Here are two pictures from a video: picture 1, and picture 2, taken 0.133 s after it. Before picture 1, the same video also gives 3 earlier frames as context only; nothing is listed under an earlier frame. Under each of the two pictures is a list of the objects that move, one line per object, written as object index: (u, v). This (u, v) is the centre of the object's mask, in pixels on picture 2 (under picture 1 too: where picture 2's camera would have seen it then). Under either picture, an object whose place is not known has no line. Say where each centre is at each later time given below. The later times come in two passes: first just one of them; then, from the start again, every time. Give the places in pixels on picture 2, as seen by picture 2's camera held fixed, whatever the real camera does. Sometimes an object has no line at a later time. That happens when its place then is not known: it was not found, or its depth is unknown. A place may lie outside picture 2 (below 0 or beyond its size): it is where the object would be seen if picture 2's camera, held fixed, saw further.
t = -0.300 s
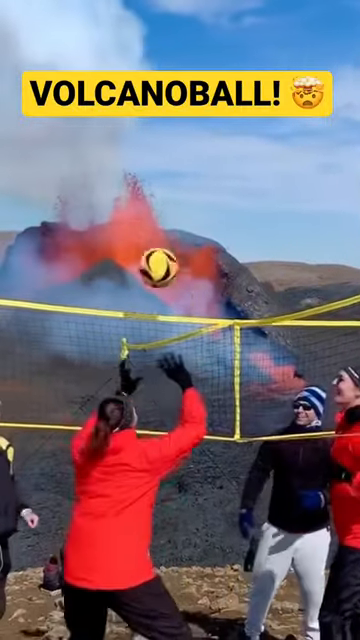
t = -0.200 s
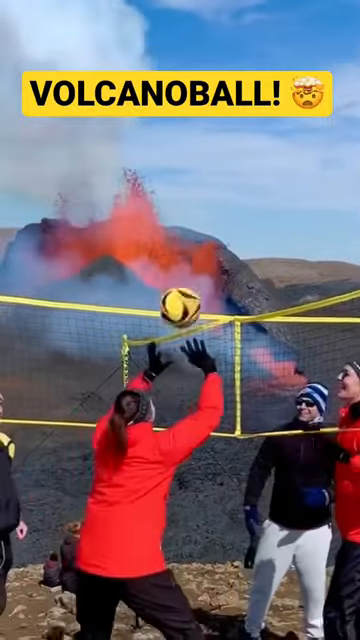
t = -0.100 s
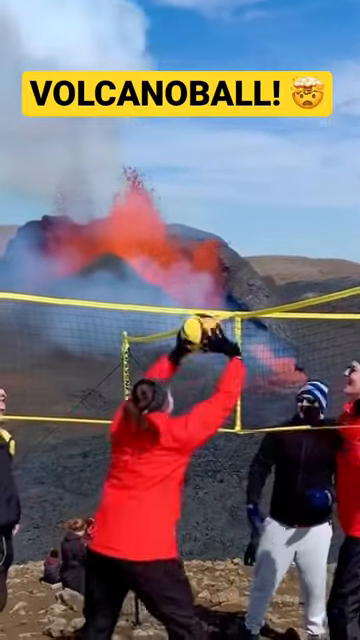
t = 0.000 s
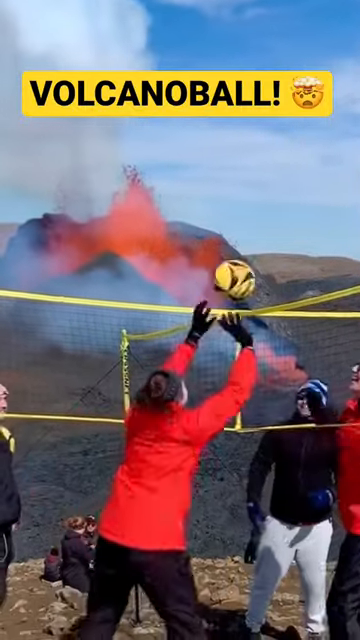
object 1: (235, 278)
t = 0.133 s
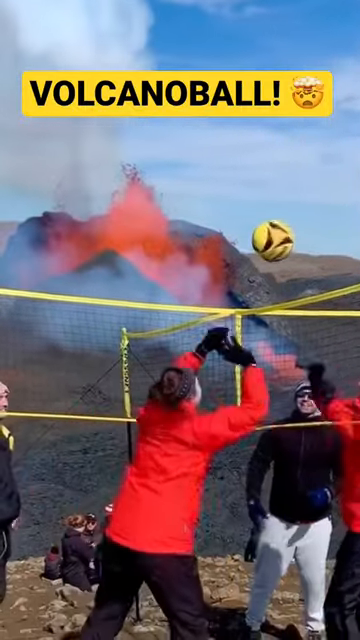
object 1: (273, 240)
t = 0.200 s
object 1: (289, 236)
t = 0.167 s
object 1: (281, 237)
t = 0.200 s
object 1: (289, 236)
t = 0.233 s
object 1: (296, 237)
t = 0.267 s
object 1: (303, 240)
